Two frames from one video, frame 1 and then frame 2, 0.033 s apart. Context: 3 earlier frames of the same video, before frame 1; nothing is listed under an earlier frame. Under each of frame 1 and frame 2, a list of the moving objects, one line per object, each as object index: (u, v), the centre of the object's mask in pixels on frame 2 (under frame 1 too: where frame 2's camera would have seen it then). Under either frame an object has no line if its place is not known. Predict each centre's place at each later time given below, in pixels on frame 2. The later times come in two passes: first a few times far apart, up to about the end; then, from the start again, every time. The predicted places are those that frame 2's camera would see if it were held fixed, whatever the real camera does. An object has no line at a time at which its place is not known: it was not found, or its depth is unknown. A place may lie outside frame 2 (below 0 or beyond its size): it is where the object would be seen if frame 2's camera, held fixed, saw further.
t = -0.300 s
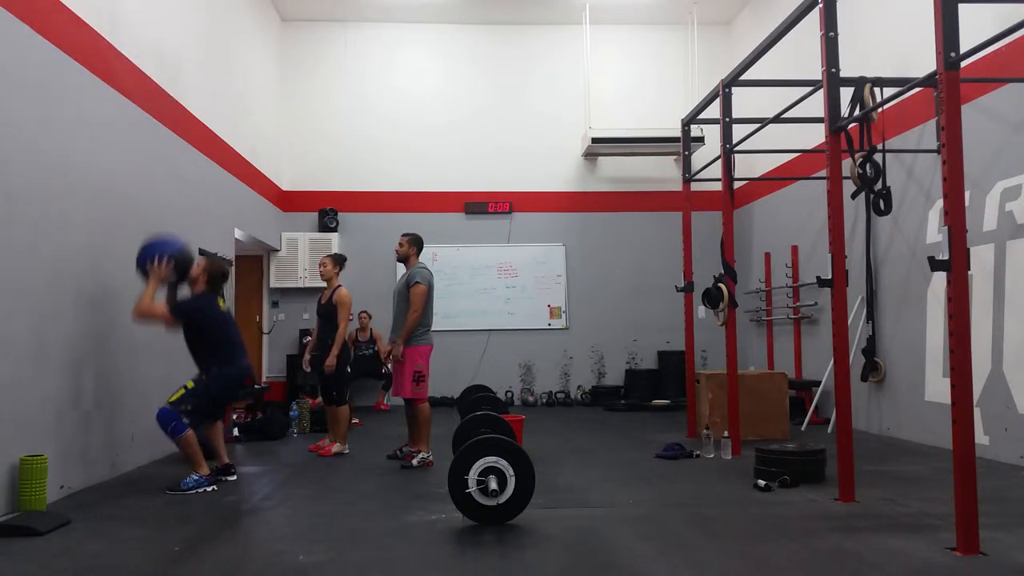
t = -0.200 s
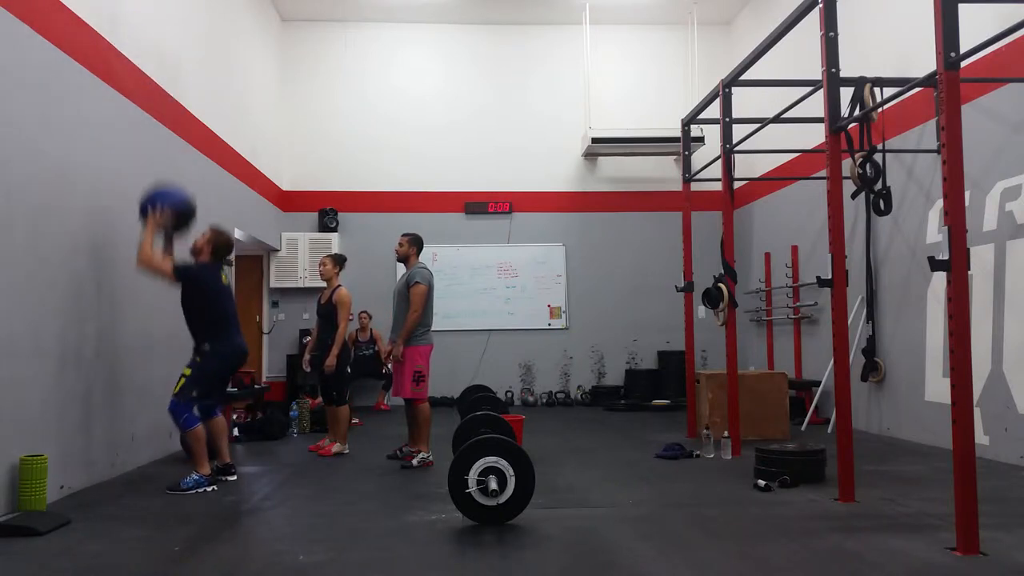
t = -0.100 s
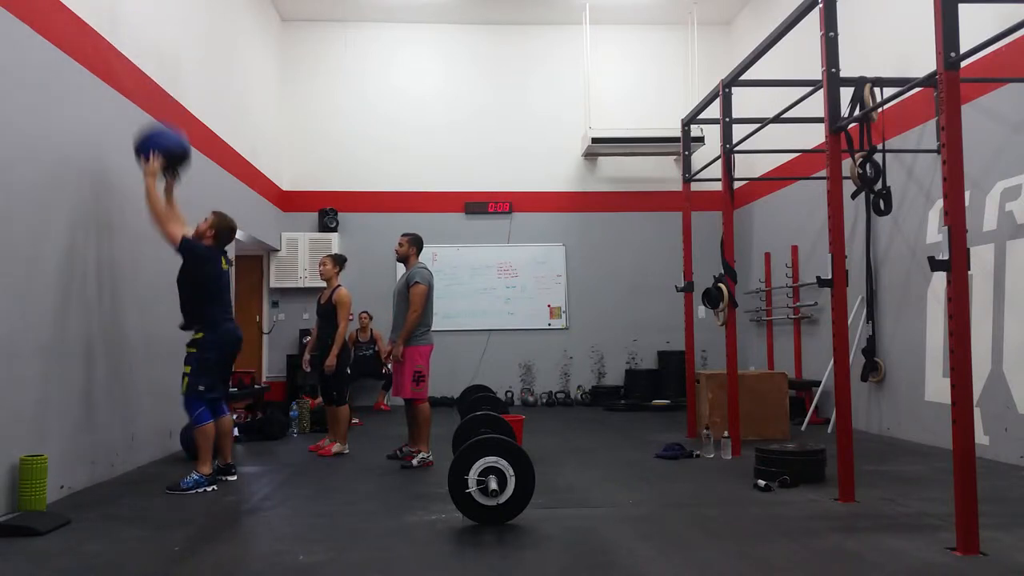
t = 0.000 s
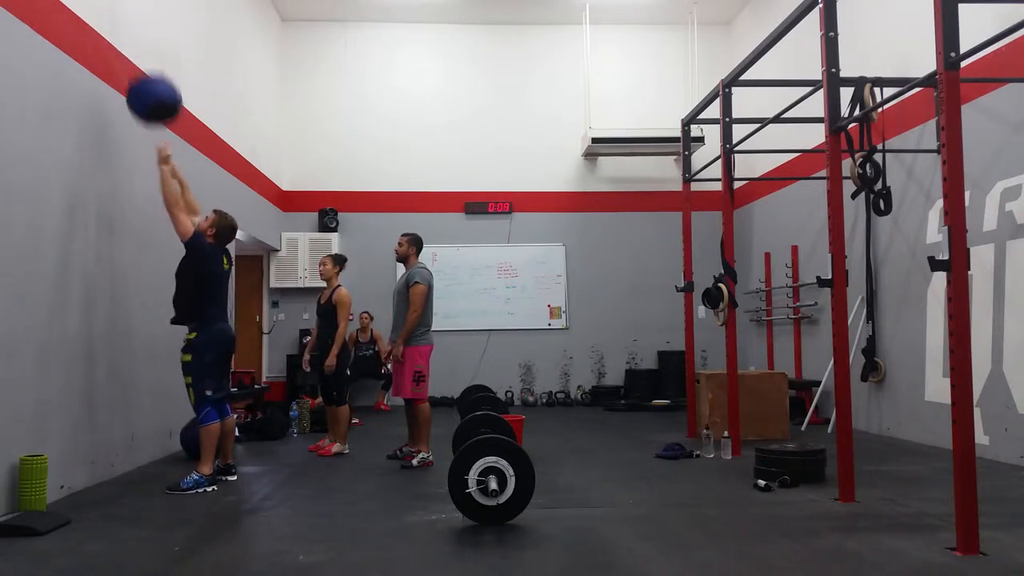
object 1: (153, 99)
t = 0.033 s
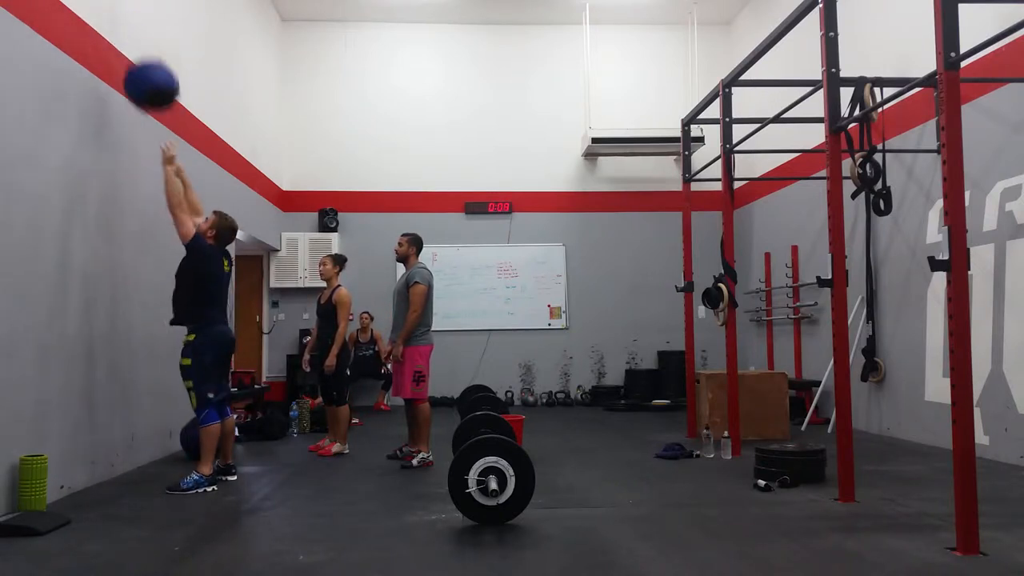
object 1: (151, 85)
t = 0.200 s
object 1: (136, 37)
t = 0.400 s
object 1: (124, 30)
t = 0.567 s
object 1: (133, 65)
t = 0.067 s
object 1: (148, 73)
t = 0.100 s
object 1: (145, 61)
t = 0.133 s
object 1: (142, 52)
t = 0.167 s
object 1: (139, 44)
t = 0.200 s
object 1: (136, 37)
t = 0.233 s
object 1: (134, 32)
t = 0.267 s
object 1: (131, 29)
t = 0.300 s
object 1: (127, 27)
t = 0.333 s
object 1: (124, 27)
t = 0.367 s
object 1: (122, 28)
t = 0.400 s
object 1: (124, 30)
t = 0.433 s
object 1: (126, 34)
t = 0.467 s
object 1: (128, 39)
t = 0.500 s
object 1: (130, 46)
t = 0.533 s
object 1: (132, 55)
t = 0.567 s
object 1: (133, 65)
